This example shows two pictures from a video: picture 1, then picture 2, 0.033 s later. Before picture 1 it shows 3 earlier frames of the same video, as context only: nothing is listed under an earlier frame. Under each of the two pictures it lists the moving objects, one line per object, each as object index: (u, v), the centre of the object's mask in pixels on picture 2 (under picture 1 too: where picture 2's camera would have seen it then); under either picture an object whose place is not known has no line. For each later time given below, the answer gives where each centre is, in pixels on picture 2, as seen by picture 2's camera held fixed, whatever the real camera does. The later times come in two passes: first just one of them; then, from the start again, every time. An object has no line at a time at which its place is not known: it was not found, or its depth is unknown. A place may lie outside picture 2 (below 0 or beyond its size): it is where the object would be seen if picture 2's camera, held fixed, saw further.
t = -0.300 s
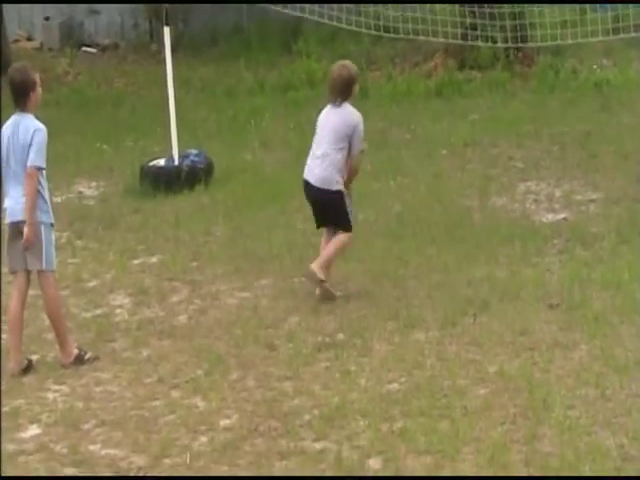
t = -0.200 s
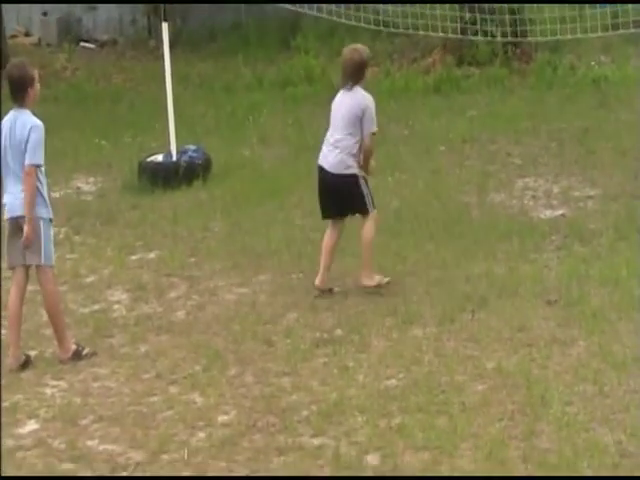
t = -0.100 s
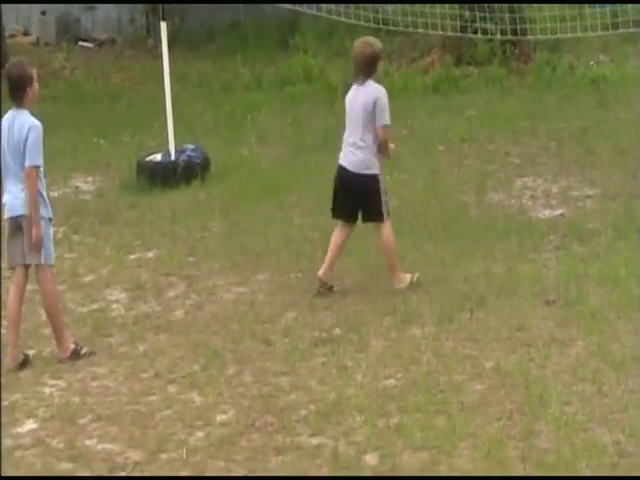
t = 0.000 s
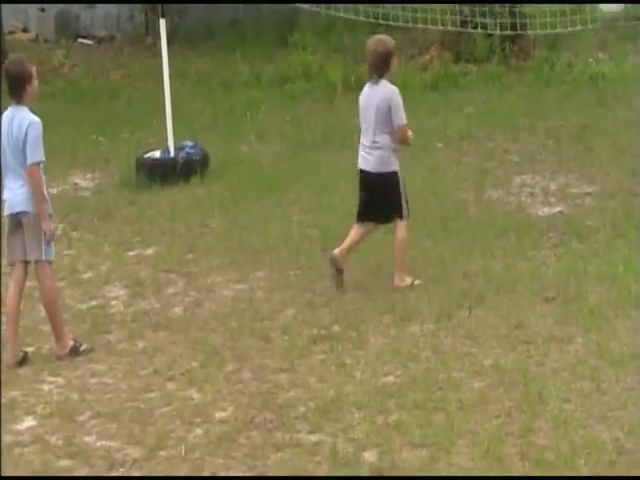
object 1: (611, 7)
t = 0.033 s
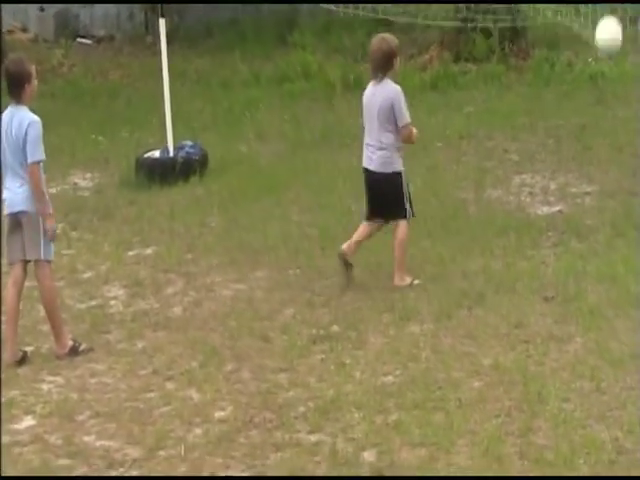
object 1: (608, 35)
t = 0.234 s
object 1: (602, 189)
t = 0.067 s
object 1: (607, 69)
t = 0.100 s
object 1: (606, 102)
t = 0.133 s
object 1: (605, 136)
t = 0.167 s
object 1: (604, 170)
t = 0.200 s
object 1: (603, 206)
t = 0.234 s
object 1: (602, 189)
